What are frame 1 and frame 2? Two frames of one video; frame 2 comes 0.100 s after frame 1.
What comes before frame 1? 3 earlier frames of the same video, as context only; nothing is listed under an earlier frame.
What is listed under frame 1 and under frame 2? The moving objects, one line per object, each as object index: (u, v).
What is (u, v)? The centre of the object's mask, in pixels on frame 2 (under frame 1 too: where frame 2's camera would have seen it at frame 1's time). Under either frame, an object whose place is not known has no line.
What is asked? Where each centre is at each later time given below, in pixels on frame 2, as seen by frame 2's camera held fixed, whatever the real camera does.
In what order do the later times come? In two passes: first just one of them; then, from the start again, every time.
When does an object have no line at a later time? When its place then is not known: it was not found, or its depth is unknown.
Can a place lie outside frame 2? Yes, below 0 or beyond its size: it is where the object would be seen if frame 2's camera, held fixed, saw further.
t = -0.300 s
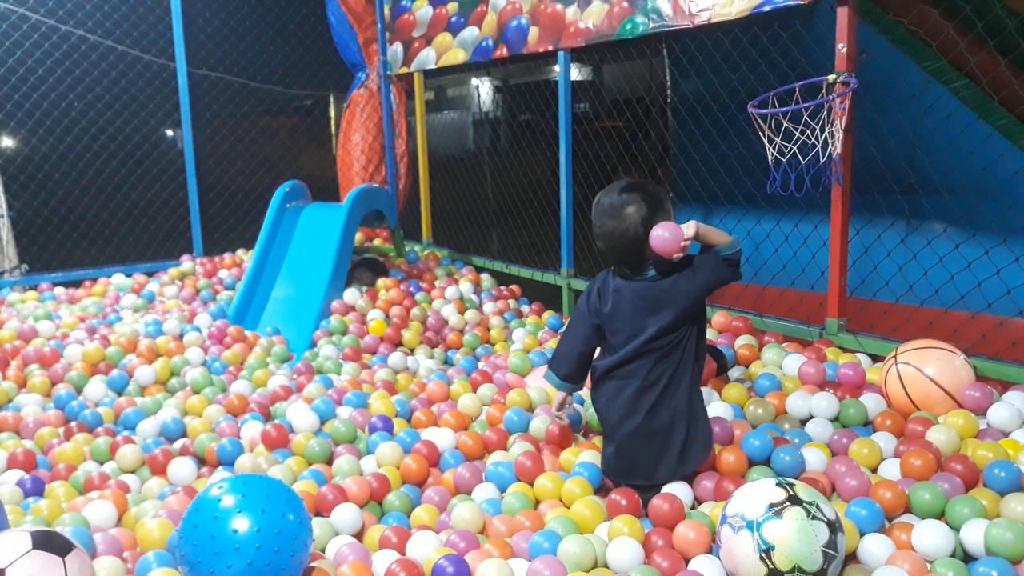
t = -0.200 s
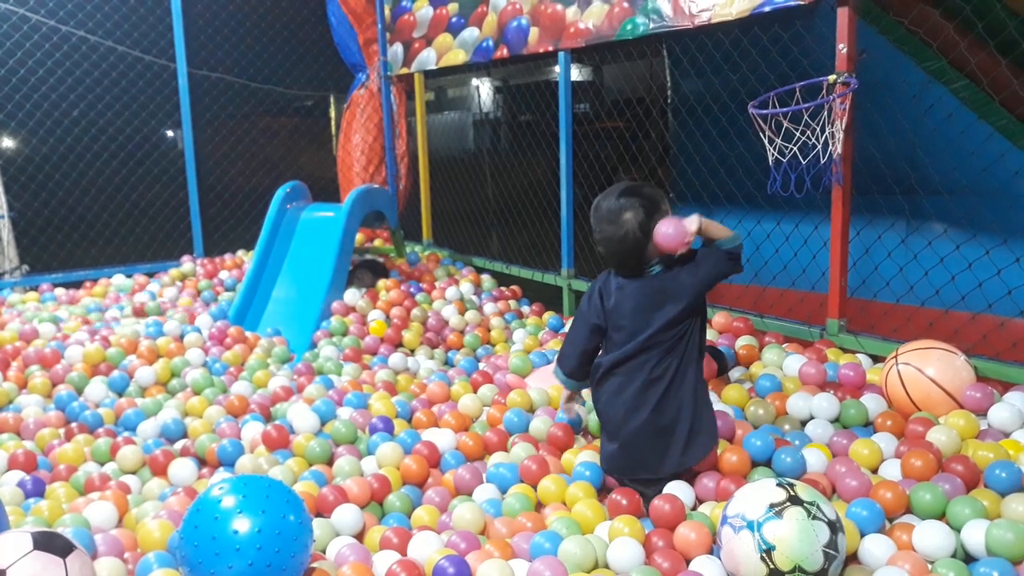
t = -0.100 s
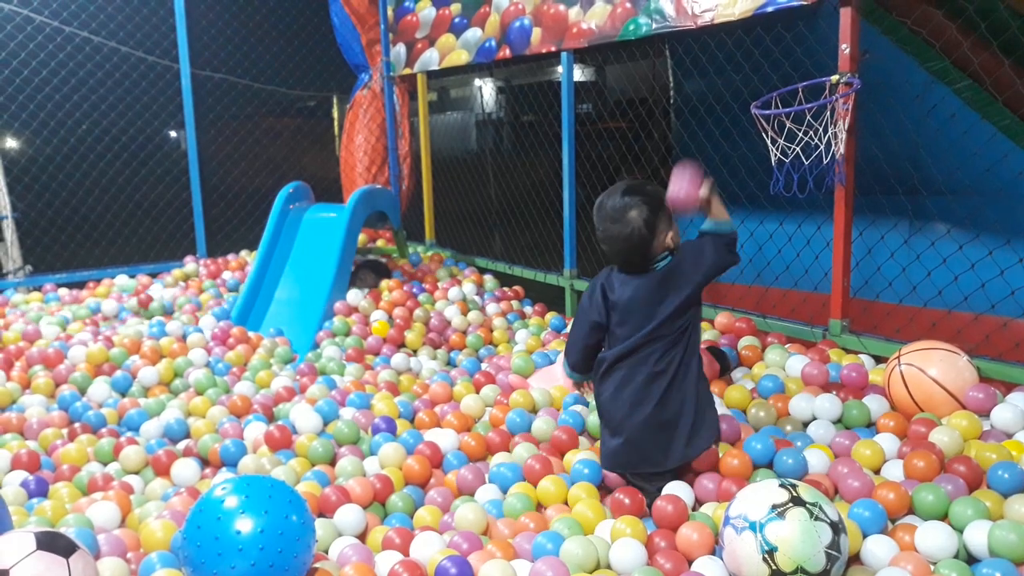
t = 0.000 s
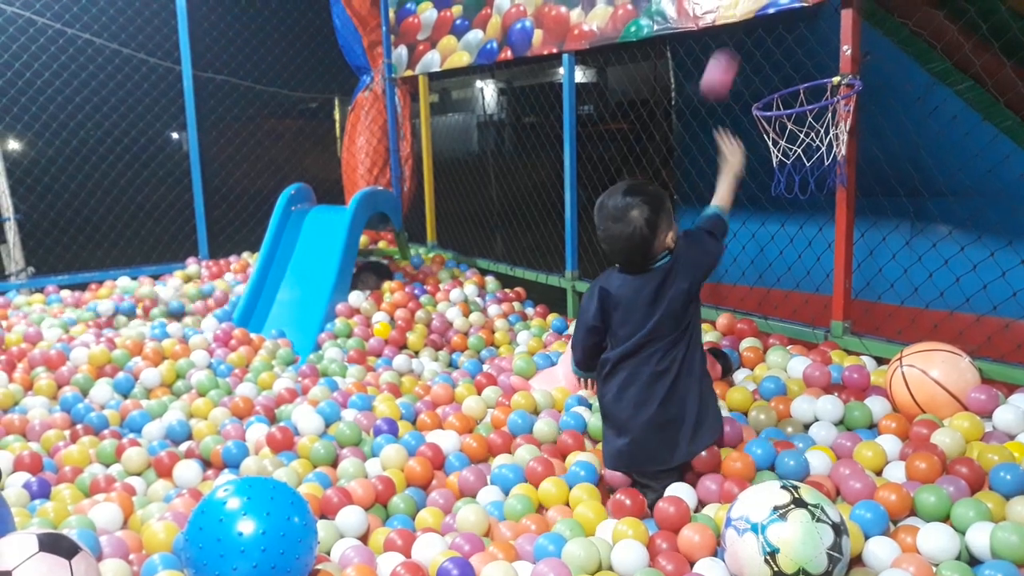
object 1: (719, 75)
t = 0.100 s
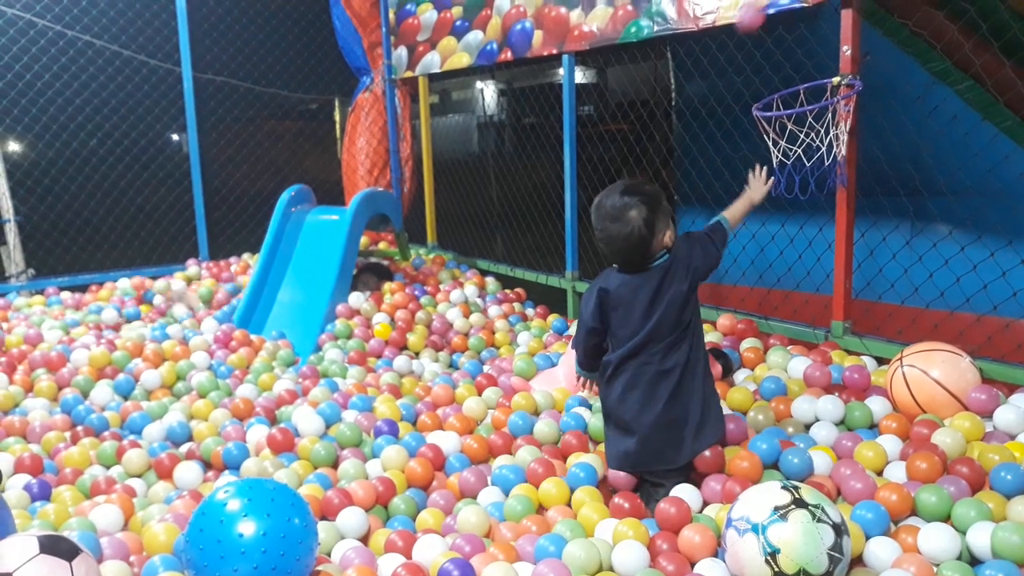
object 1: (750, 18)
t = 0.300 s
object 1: (784, 40)
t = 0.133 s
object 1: (760, 10)
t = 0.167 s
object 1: (767, 8)
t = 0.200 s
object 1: (774, 9)
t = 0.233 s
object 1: (780, 12)
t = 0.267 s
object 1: (784, 23)
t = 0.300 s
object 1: (784, 40)
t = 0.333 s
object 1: (782, 61)
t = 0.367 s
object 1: (778, 81)
